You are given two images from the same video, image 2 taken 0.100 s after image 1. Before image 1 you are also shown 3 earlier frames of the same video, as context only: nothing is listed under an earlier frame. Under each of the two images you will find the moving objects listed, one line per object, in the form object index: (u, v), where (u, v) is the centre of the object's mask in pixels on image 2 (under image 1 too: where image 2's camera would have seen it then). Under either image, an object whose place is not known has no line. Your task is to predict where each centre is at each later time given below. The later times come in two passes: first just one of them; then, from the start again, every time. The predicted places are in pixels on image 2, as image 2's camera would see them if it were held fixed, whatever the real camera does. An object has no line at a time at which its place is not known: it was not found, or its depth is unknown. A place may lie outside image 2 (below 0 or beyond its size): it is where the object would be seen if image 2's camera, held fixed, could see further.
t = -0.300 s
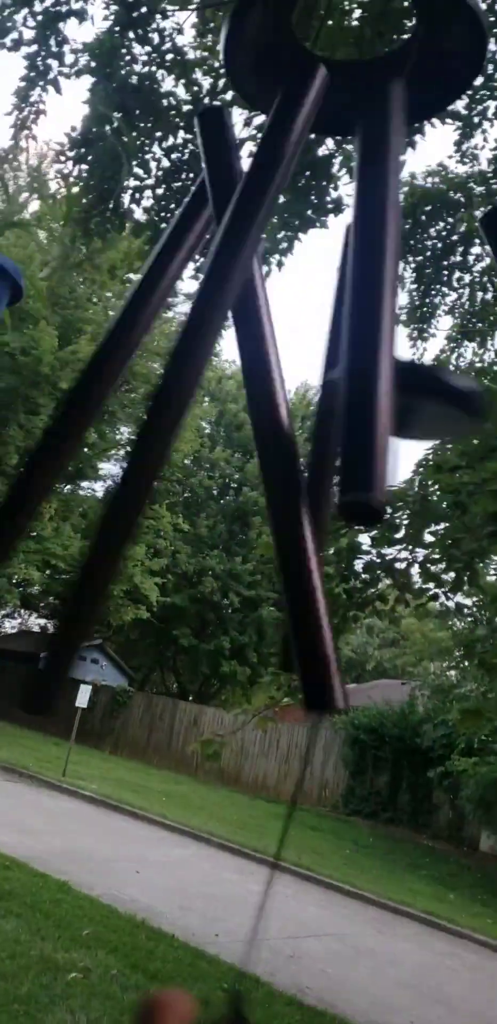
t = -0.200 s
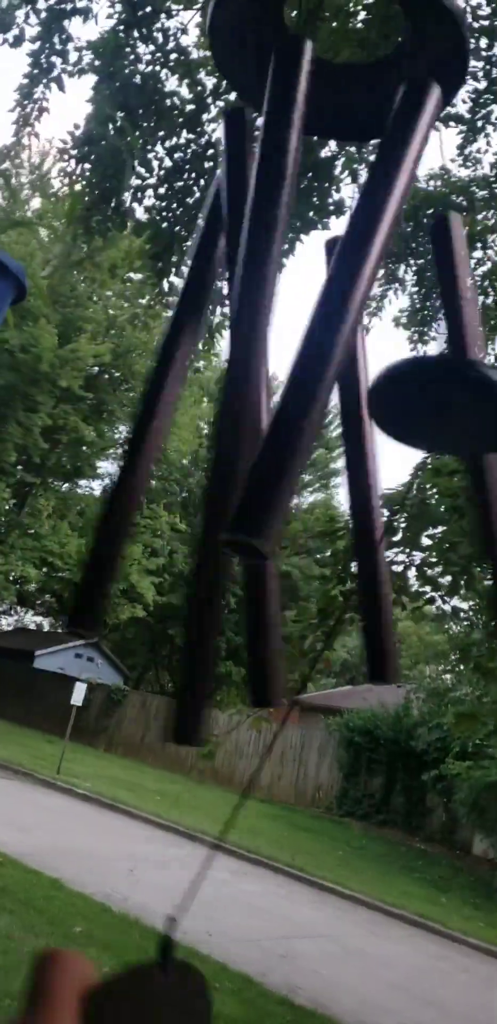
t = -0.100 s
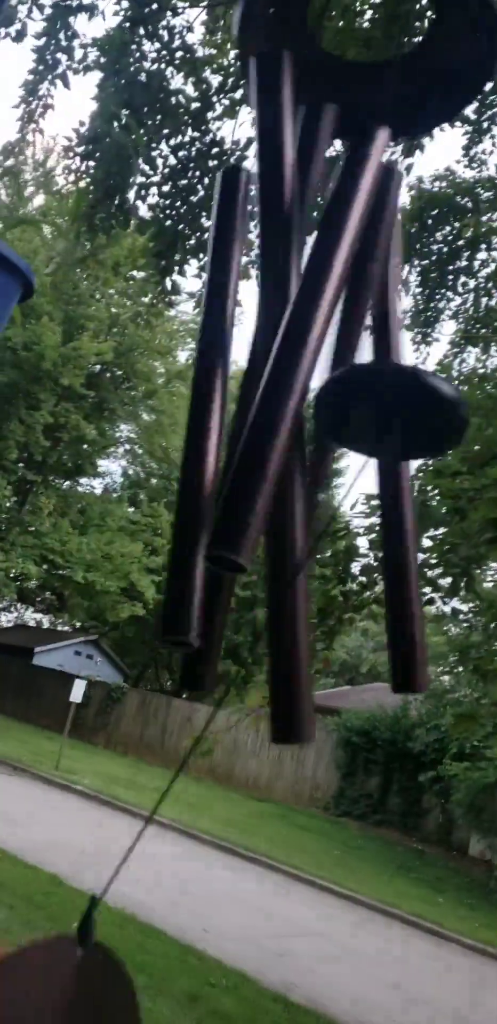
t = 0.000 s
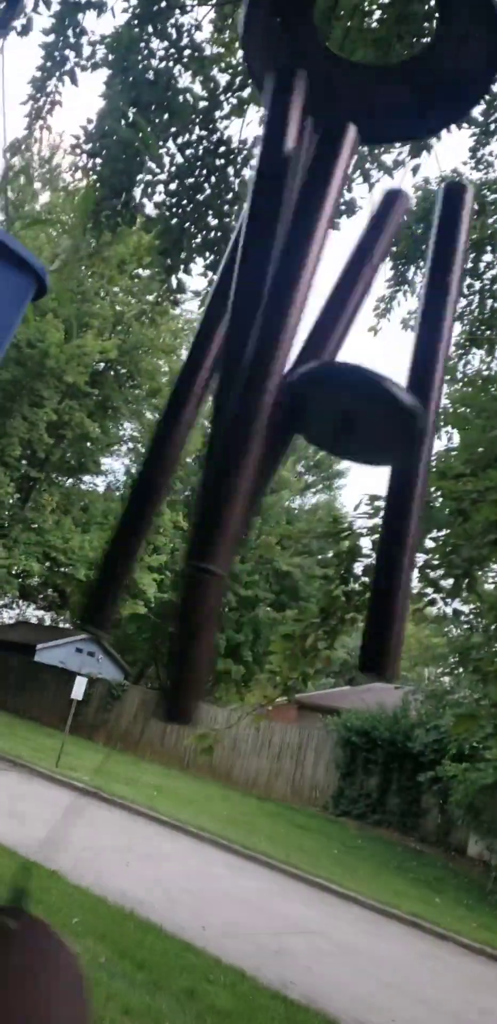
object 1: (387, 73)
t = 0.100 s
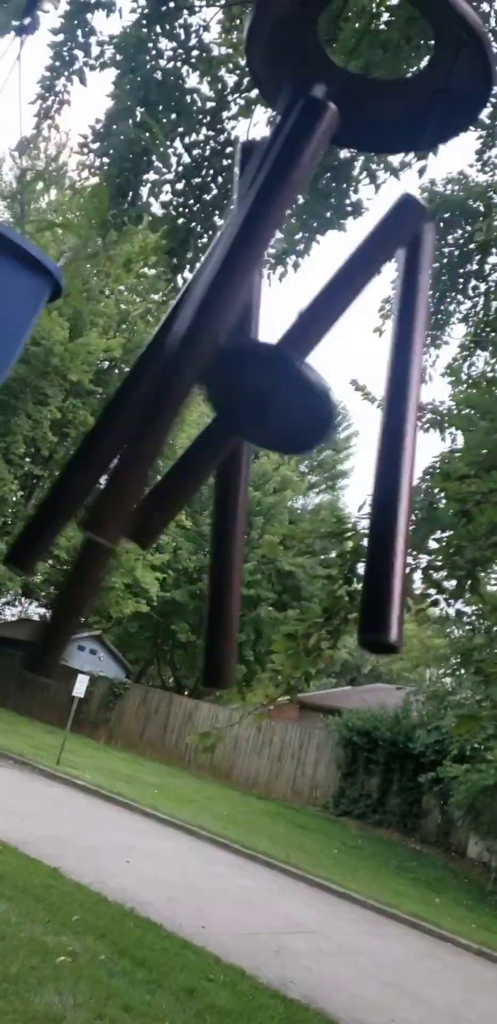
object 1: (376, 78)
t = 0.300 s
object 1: (298, 75)
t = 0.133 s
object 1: (372, 82)
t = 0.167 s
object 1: (357, 82)
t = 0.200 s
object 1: (337, 78)
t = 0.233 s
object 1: (325, 78)
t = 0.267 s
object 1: (312, 77)
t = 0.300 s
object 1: (298, 75)
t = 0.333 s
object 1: (284, 74)
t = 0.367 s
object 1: (275, 74)
